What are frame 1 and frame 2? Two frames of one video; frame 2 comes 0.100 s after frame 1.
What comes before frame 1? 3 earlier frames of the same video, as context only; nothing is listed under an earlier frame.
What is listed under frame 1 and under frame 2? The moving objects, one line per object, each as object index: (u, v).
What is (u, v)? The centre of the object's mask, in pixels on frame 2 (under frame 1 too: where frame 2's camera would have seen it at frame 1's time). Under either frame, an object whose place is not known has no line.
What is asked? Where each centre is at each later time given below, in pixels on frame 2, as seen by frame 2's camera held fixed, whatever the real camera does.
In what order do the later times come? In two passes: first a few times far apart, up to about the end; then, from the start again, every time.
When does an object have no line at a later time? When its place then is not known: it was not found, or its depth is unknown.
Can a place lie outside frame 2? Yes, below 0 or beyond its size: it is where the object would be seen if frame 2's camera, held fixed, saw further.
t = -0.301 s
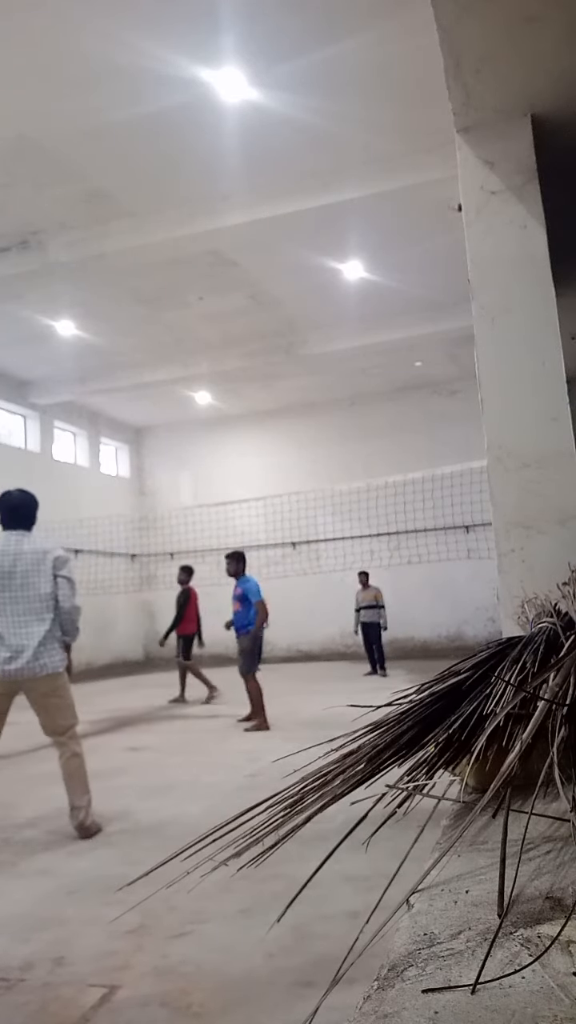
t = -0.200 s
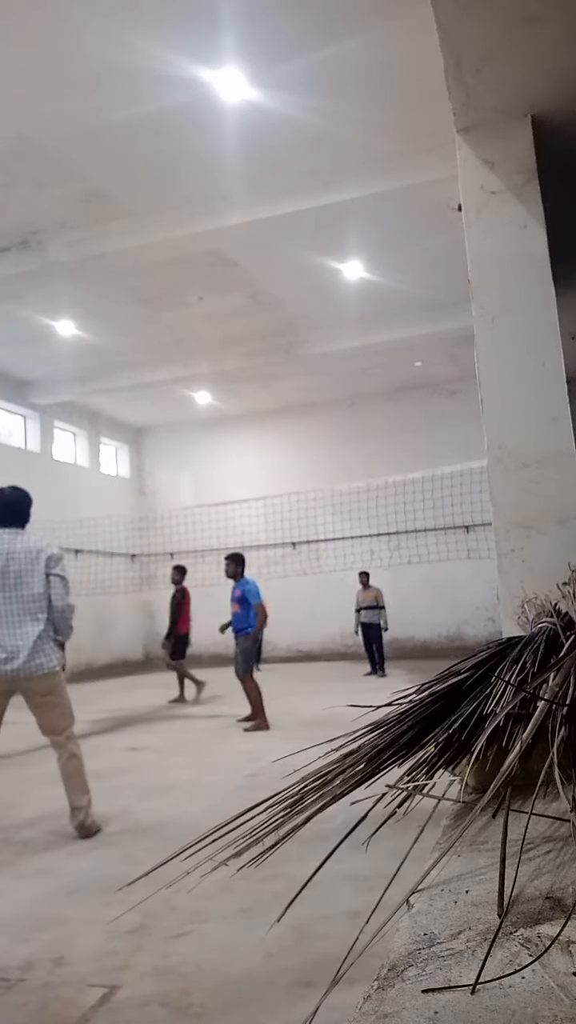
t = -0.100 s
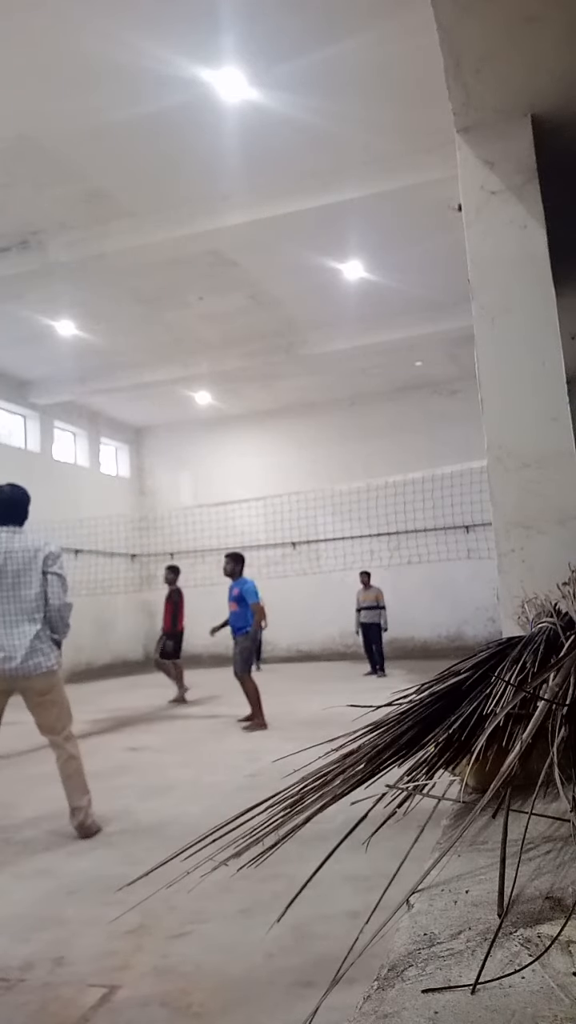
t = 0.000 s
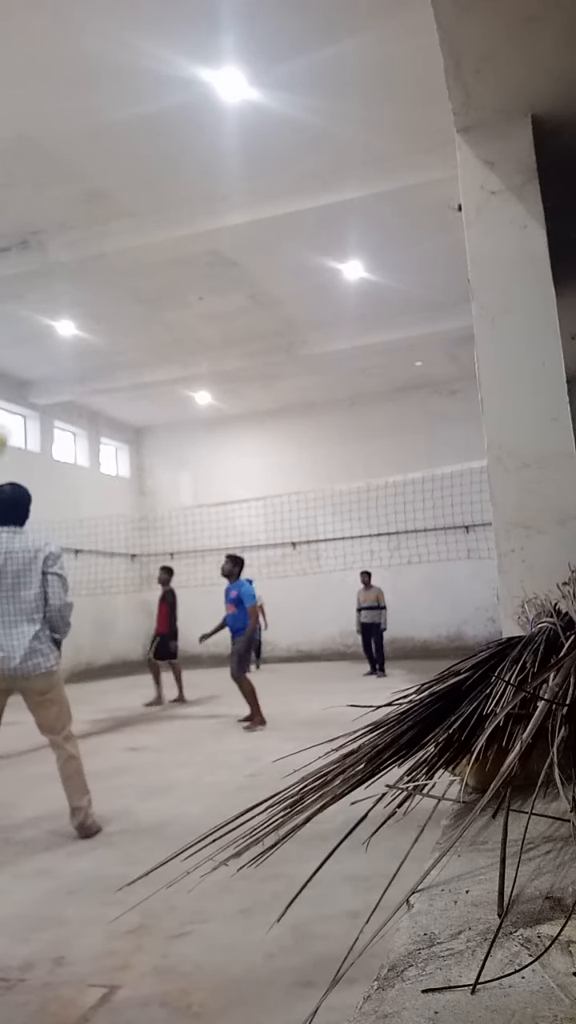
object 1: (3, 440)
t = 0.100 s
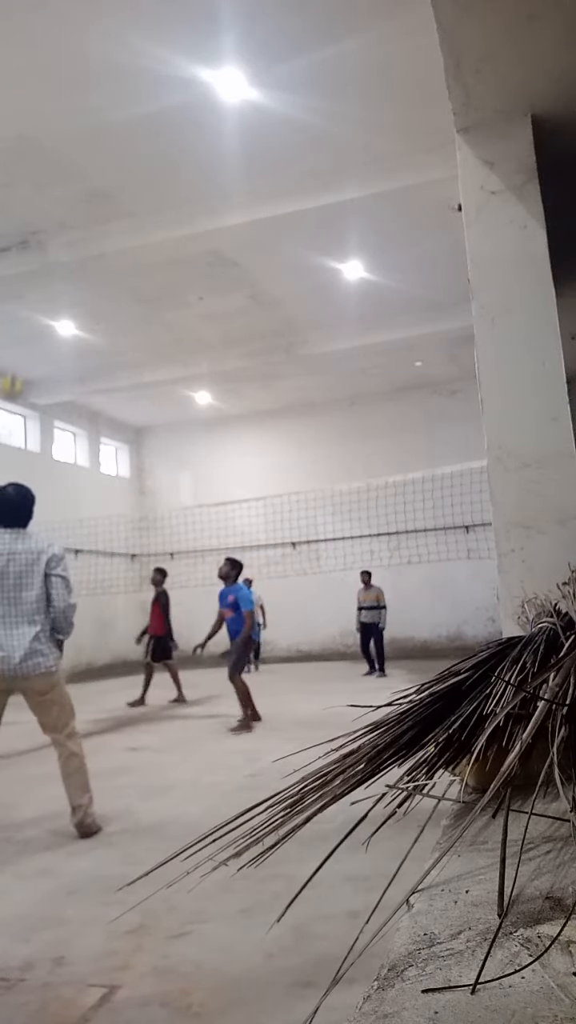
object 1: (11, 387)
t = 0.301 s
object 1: (43, 319)
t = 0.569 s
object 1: (83, 296)
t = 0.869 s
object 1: (128, 358)
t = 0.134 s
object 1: (17, 372)
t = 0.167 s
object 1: (22, 359)
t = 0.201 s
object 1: (27, 348)
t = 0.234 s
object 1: (33, 336)
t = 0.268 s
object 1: (37, 327)
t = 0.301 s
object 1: (43, 319)
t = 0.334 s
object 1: (47, 311)
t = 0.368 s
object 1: (52, 307)
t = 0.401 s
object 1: (59, 299)
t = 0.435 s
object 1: (63, 297)
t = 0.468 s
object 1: (69, 294)
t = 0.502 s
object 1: (75, 295)
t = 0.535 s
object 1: (78, 294)
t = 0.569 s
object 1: (83, 296)
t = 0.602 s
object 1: (89, 299)
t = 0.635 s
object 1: (93, 302)
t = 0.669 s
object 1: (98, 306)
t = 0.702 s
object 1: (104, 312)
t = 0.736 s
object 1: (109, 319)
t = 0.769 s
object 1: (112, 325)
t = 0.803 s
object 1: (120, 335)
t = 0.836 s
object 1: (125, 347)
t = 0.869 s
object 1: (128, 358)
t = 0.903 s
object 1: (134, 375)
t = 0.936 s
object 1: (138, 386)
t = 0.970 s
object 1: (144, 398)
